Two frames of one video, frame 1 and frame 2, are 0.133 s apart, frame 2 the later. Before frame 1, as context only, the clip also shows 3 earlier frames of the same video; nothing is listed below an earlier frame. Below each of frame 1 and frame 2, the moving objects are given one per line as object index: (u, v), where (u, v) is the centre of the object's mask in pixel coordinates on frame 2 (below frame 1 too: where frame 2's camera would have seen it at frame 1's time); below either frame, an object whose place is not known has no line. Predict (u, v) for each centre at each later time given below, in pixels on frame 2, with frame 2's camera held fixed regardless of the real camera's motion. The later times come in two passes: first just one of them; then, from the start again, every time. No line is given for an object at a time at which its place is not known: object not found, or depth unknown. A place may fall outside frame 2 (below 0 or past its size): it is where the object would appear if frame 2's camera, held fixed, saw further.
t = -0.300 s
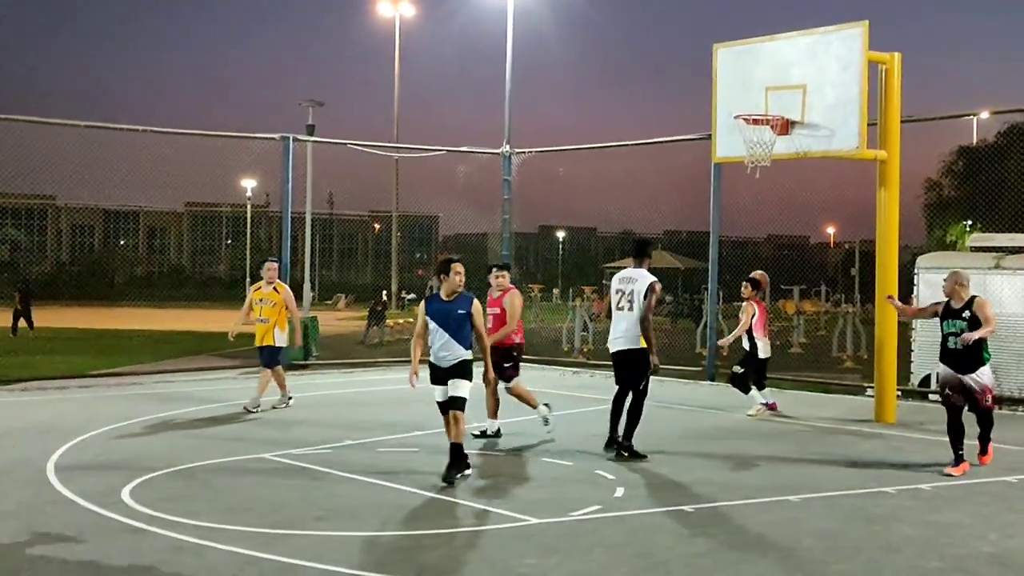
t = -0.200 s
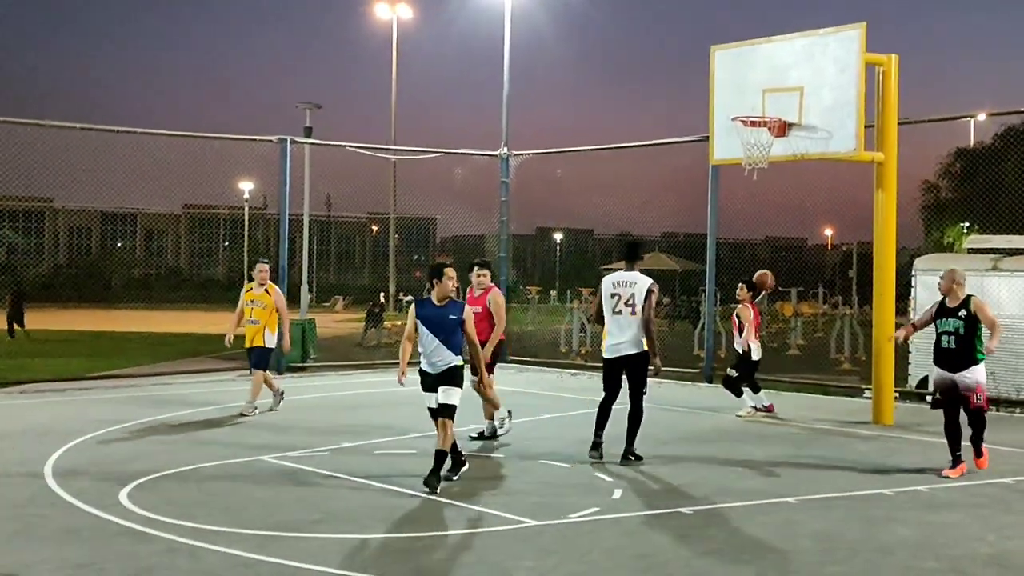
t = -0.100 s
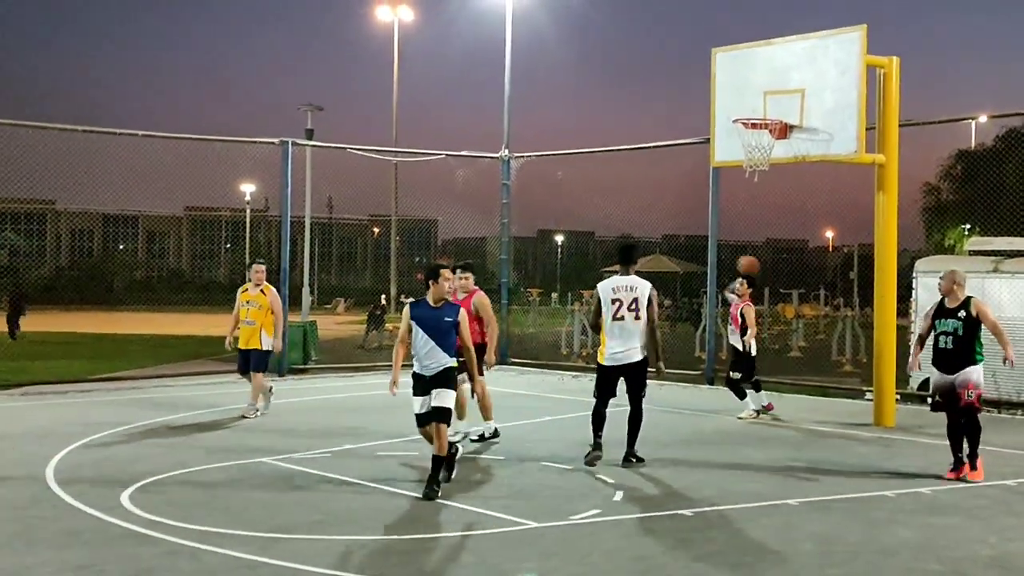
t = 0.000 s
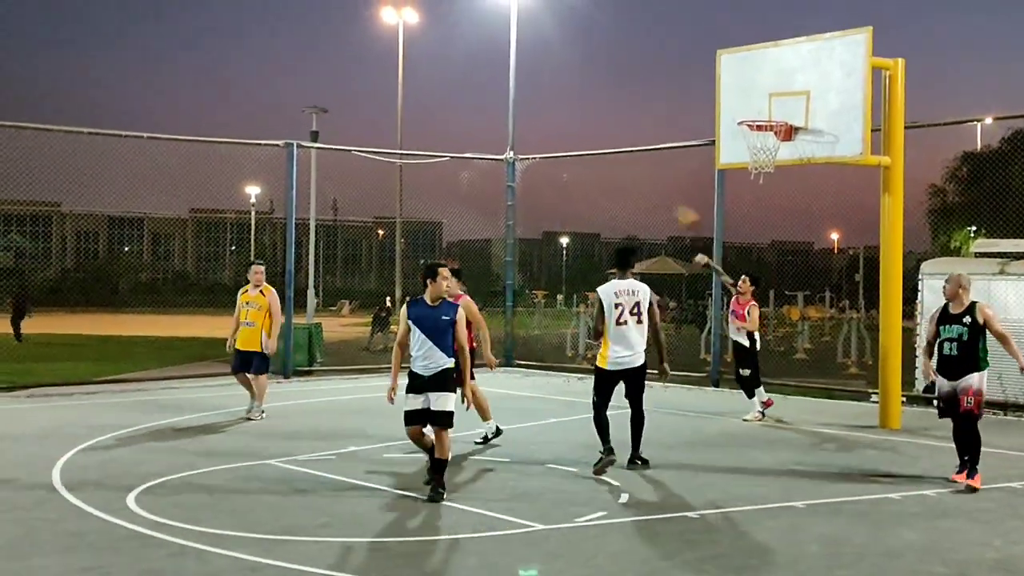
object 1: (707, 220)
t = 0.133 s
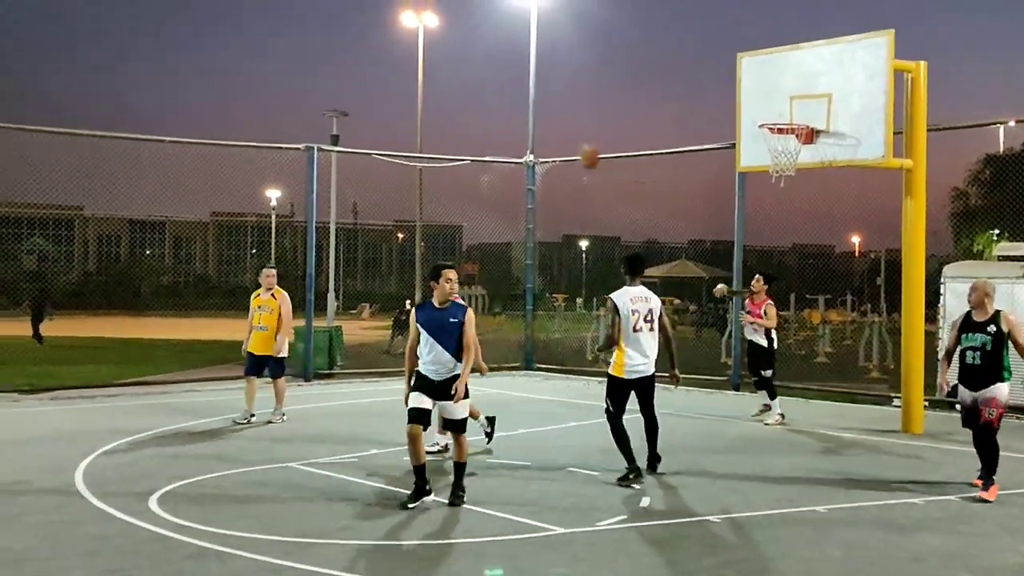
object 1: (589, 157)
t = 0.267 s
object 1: (464, 101)
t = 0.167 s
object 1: (558, 141)
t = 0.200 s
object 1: (528, 128)
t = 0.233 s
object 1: (498, 114)
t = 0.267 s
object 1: (464, 101)
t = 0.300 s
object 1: (433, 89)
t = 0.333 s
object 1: (397, 77)
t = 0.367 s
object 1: (364, 66)
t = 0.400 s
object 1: (330, 56)
